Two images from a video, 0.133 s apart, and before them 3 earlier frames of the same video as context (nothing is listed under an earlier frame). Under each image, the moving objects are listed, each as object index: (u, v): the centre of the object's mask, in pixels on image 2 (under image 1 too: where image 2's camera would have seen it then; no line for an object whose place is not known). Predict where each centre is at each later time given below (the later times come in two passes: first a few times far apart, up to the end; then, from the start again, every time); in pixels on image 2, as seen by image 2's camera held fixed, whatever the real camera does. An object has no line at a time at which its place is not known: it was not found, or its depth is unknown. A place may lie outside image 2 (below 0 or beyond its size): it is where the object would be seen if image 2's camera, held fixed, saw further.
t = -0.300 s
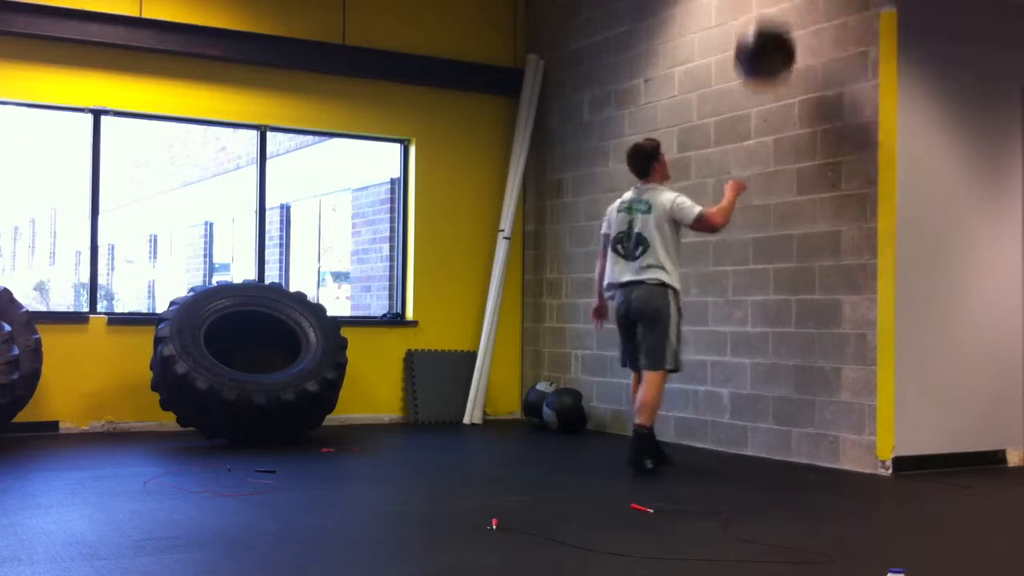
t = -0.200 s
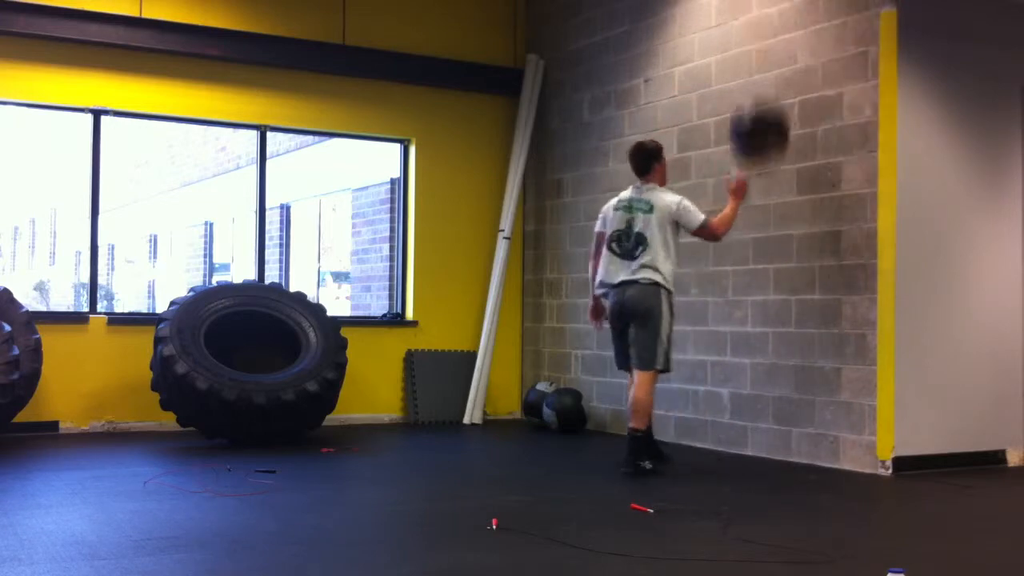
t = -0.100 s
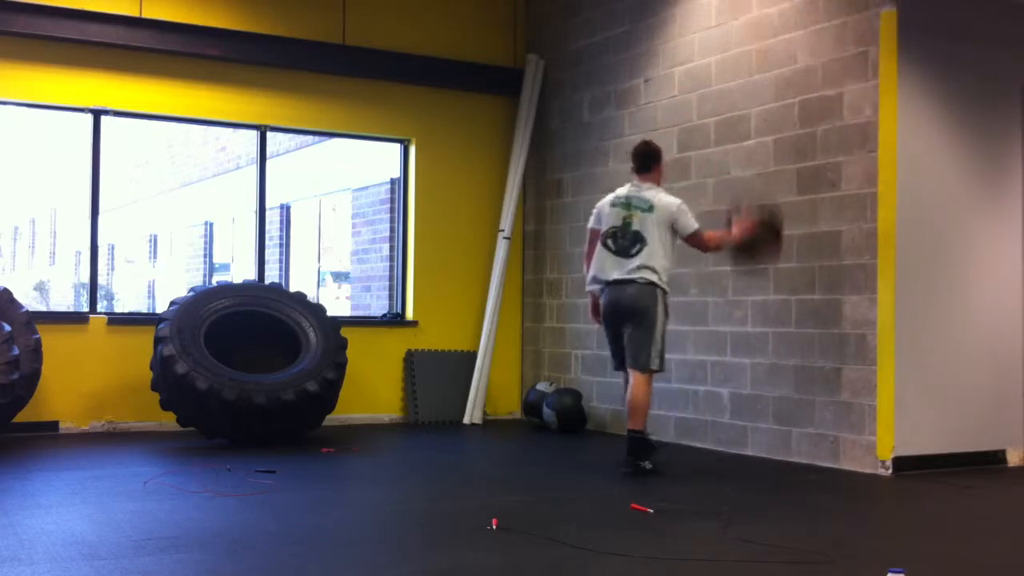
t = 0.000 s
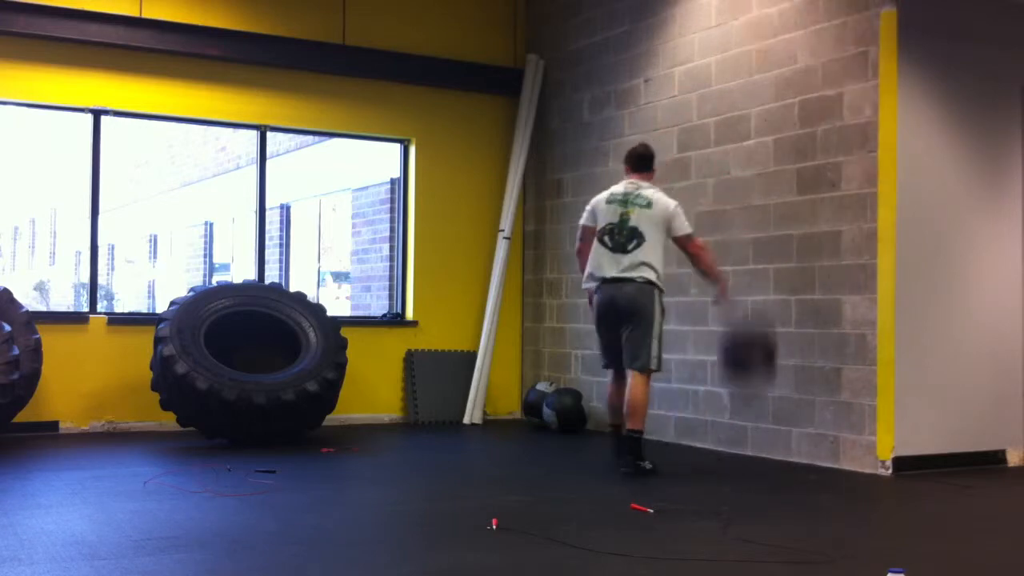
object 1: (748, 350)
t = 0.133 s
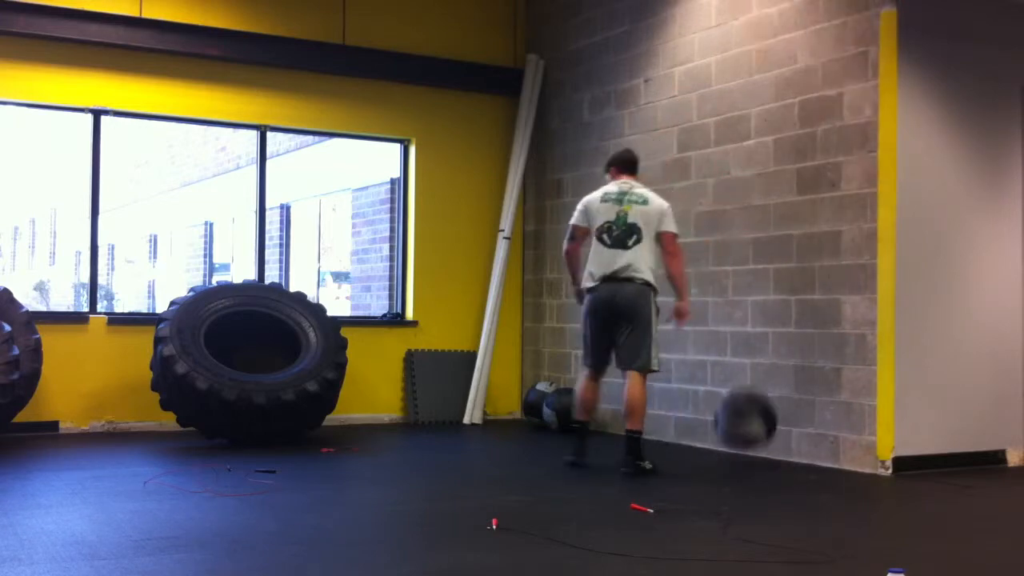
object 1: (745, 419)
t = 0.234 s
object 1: (750, 381)
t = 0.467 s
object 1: (761, 355)
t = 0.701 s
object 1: (769, 416)
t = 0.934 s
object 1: (759, 420)
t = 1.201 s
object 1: (756, 431)
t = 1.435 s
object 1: (764, 433)
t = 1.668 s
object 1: (764, 433)
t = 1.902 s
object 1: (764, 433)
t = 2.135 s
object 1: (765, 433)
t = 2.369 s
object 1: (765, 433)
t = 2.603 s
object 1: (765, 433)
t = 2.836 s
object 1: (765, 433)
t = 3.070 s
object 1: (765, 433)
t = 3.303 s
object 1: (765, 433)
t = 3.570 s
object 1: (765, 433)
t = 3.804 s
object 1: (765, 433)
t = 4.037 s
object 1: (765, 433)
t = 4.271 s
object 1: (765, 433)
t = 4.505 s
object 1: (765, 433)
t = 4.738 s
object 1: (765, 433)
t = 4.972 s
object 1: (765, 433)
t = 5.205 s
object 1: (765, 433)
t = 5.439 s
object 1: (765, 433)
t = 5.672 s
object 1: (765, 433)
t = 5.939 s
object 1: (765, 433)
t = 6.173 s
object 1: (765, 433)
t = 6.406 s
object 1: (765, 433)
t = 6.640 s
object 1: (765, 433)
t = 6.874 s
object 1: (765, 433)
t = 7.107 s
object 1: (764, 433)
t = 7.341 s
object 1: (765, 433)
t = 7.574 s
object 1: (765, 433)
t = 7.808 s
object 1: (765, 433)
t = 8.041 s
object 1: (765, 433)
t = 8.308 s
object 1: (765, 433)
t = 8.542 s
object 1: (765, 433)
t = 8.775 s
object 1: (765, 433)
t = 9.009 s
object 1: (765, 433)
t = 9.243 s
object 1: (765, 433)
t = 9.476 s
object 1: (765, 433)
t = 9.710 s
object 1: (765, 433)
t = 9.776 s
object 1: (765, 433)
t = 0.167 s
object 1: (747, 405)
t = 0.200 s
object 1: (748, 392)
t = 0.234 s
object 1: (750, 381)
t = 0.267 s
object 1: (752, 372)
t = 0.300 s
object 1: (753, 364)
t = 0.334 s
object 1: (755, 359)
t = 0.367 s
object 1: (756, 356)
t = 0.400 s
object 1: (758, 354)
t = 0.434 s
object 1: (759, 353)
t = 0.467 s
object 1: (761, 355)
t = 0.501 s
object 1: (762, 358)
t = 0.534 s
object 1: (764, 363)
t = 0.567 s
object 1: (765, 370)
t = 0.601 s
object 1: (767, 379)
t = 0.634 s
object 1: (769, 390)
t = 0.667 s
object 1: (771, 403)
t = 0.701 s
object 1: (769, 416)
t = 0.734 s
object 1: (765, 430)
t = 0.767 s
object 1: (764, 436)
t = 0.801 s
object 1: (763, 431)
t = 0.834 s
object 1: (762, 426)
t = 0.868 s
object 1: (761, 422)
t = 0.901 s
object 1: (760, 420)
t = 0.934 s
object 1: (759, 420)
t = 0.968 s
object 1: (758, 422)
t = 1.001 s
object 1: (757, 425)
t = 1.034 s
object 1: (756, 430)
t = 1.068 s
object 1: (755, 435)
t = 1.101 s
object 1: (755, 434)
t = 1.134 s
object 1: (755, 431)
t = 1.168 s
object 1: (756, 430)
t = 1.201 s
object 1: (756, 431)
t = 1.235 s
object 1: (757, 433)
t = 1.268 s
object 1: (757, 433)
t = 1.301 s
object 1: (758, 433)
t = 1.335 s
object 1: (760, 433)
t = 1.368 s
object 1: (761, 433)
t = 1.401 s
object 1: (762, 433)
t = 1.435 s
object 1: (764, 433)
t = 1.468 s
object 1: (765, 433)
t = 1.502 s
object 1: (765, 433)
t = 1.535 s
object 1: (766, 433)
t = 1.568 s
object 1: (765, 433)
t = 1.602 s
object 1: (765, 433)
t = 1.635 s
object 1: (765, 433)
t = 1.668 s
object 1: (764, 433)
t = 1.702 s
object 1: (764, 433)
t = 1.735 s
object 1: (764, 433)
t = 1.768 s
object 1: (764, 433)
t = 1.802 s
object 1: (764, 433)
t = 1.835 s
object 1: (764, 433)
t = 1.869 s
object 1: (764, 433)
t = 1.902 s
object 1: (764, 433)
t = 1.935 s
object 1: (764, 433)
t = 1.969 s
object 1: (765, 433)
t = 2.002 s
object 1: (765, 433)
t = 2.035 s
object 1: (765, 433)
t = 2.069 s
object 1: (765, 433)
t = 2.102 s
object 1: (765, 433)
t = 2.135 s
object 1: (765, 433)
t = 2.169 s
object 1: (765, 433)
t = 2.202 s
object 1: (765, 433)
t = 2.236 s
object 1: (765, 433)
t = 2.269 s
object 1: (765, 433)
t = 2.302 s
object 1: (765, 433)
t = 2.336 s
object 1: (765, 433)
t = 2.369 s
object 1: (765, 433)
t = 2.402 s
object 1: (765, 433)
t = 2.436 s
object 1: (765, 433)
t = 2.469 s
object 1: (765, 433)
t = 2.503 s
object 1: (765, 433)
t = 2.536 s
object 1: (765, 433)
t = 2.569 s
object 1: (765, 433)
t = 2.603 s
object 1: (765, 433)
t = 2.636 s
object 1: (765, 433)
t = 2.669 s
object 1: (765, 433)
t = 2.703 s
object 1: (765, 433)
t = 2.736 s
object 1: (765, 433)
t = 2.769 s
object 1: (765, 433)
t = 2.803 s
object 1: (765, 433)
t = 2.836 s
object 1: (765, 433)
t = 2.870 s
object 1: (765, 433)
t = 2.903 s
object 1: (765, 433)
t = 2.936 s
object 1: (765, 433)
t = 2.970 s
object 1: (765, 433)
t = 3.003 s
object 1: (765, 433)
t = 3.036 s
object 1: (765, 433)
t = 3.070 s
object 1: (765, 433)
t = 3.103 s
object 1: (765, 433)
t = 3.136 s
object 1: (765, 433)
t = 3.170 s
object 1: (765, 433)
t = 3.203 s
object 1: (765, 433)
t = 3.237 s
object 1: (765, 433)
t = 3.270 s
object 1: (765, 433)
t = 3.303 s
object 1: (765, 433)
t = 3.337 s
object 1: (765, 433)
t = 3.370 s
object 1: (765, 433)
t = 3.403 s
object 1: (765, 433)
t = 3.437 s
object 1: (765, 433)
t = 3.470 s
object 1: (765, 433)
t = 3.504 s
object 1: (765, 433)
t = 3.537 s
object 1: (765, 433)
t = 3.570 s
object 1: (765, 433)
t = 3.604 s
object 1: (765, 433)
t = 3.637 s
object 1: (765, 433)
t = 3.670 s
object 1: (765, 433)
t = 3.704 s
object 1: (765, 433)
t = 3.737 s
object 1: (765, 433)
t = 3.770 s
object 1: (765, 433)
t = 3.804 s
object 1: (765, 433)
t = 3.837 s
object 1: (765, 433)
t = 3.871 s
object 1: (765, 433)
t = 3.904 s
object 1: (765, 433)
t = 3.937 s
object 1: (765, 433)
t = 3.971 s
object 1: (765, 433)
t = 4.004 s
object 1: (765, 433)
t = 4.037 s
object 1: (765, 433)
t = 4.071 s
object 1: (765, 433)
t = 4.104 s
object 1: (765, 433)
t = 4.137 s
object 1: (765, 433)
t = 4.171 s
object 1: (765, 433)
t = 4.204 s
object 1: (765, 433)
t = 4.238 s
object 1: (765, 433)
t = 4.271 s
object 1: (765, 433)
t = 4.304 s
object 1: (765, 433)
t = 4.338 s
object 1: (765, 433)
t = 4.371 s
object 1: (765, 433)
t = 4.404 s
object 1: (765, 433)
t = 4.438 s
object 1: (765, 433)
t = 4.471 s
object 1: (765, 433)
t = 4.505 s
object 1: (765, 433)
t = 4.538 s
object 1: (765, 433)
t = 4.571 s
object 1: (765, 433)
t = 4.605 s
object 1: (765, 433)
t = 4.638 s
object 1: (765, 433)
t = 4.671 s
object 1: (765, 433)
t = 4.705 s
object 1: (765, 433)
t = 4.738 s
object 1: (765, 433)
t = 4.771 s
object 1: (765, 433)
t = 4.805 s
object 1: (765, 433)
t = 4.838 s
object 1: (765, 433)
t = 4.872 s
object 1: (765, 433)
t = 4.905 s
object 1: (765, 433)
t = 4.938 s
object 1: (765, 433)
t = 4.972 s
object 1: (765, 433)
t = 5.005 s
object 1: (765, 433)
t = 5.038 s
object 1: (765, 433)
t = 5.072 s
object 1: (765, 433)
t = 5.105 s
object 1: (765, 433)
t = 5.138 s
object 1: (765, 433)
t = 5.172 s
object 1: (765, 433)
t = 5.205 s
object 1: (765, 433)
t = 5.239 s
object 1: (765, 433)
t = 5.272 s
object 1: (765, 433)
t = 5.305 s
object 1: (765, 433)
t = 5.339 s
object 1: (765, 433)
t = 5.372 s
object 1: (765, 433)
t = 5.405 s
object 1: (765, 434)
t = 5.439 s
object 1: (765, 433)
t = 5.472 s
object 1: (765, 433)
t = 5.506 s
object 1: (765, 433)
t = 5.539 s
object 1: (765, 433)
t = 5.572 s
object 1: (765, 433)
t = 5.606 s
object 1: (765, 433)
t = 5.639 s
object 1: (765, 433)
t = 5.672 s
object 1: (765, 433)
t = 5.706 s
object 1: (765, 433)
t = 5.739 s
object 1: (765, 433)
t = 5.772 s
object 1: (765, 433)
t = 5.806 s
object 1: (765, 433)
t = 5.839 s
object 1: (765, 433)
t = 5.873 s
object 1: (765, 433)
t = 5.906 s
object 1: (765, 433)
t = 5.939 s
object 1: (765, 433)
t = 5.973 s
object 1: (765, 433)
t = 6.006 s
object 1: (765, 433)
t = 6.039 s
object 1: (764, 433)
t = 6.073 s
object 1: (765, 433)
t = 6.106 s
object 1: (765, 433)
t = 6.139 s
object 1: (765, 433)
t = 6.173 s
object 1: (765, 433)
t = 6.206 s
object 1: (765, 433)
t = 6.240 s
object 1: (765, 433)
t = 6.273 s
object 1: (765, 433)
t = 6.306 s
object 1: (765, 433)
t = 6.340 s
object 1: (765, 433)
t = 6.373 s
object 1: (765, 433)
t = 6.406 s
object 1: (765, 433)
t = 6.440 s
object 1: (765, 433)
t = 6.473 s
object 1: (765, 433)
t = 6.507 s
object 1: (765, 433)
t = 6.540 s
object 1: (765, 433)
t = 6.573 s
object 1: (765, 433)
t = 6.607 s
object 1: (765, 433)
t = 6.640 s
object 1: (765, 433)
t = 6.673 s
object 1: (765, 433)
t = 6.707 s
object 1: (765, 433)
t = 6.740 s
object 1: (764, 433)
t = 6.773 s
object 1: (765, 433)
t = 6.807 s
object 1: (764, 433)
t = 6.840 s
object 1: (764, 433)
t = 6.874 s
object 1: (765, 433)
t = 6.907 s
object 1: (765, 433)
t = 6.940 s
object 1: (765, 433)
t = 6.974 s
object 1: (764, 433)
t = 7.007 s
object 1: (765, 433)
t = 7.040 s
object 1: (765, 433)
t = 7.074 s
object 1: (765, 433)
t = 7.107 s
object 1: (764, 433)
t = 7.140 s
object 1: (764, 433)
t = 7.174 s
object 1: (765, 433)
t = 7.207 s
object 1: (765, 433)
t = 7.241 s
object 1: (765, 433)
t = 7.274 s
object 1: (765, 433)
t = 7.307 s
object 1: (765, 433)
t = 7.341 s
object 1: (765, 433)
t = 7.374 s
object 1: (765, 433)
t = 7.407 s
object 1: (765, 433)
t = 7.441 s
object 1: (765, 433)
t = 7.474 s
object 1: (764, 433)
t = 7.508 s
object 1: (765, 433)
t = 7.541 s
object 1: (764, 433)
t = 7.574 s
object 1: (765, 433)
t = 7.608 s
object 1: (764, 433)
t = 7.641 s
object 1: (765, 433)
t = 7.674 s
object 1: (765, 433)
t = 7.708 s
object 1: (765, 433)
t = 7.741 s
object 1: (765, 433)
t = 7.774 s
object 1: (765, 433)
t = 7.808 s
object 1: (765, 433)
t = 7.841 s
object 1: (765, 433)
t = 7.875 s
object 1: (765, 433)
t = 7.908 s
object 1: (765, 433)
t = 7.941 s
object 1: (765, 433)
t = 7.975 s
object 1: (765, 433)
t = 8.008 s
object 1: (765, 433)
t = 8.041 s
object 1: (765, 433)
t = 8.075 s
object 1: (765, 433)
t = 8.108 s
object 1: (764, 433)
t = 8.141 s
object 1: (764, 433)
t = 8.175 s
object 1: (764, 433)
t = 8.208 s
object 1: (764, 433)
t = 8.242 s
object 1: (765, 433)
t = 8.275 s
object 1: (765, 433)
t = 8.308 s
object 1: (765, 433)
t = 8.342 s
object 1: (765, 433)
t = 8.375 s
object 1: (765, 433)
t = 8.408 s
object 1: (765, 433)
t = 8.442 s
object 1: (765, 433)
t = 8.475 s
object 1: (765, 433)
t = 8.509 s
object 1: (765, 433)
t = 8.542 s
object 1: (765, 433)
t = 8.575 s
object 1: (765, 433)
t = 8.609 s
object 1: (765, 433)
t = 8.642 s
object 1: (765, 433)
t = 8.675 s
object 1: (765, 433)
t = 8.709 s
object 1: (765, 433)
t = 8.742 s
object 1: (765, 433)
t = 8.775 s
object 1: (765, 433)
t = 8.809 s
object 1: (765, 433)
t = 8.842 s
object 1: (765, 433)
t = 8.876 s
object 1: (765, 433)
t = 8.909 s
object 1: (765, 433)
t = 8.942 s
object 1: (765, 433)
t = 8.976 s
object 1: (765, 433)
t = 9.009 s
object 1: (765, 433)
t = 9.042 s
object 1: (765, 433)
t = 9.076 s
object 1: (765, 433)
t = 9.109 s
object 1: (765, 433)
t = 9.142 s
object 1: (765, 433)
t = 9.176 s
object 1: (765, 433)
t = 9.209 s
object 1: (765, 433)
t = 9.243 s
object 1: (765, 433)
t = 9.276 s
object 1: (765, 433)
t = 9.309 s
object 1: (765, 433)
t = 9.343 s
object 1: (765, 433)
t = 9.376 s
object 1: (765, 433)
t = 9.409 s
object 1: (765, 433)
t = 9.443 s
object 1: (765, 433)
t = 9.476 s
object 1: (765, 433)
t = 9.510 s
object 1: (765, 433)
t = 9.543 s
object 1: (765, 433)
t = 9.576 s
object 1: (765, 433)
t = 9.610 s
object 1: (765, 433)
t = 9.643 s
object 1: (765, 433)
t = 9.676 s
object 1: (765, 433)
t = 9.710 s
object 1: (765, 433)
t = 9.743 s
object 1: (765, 433)
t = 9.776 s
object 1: (765, 433)
